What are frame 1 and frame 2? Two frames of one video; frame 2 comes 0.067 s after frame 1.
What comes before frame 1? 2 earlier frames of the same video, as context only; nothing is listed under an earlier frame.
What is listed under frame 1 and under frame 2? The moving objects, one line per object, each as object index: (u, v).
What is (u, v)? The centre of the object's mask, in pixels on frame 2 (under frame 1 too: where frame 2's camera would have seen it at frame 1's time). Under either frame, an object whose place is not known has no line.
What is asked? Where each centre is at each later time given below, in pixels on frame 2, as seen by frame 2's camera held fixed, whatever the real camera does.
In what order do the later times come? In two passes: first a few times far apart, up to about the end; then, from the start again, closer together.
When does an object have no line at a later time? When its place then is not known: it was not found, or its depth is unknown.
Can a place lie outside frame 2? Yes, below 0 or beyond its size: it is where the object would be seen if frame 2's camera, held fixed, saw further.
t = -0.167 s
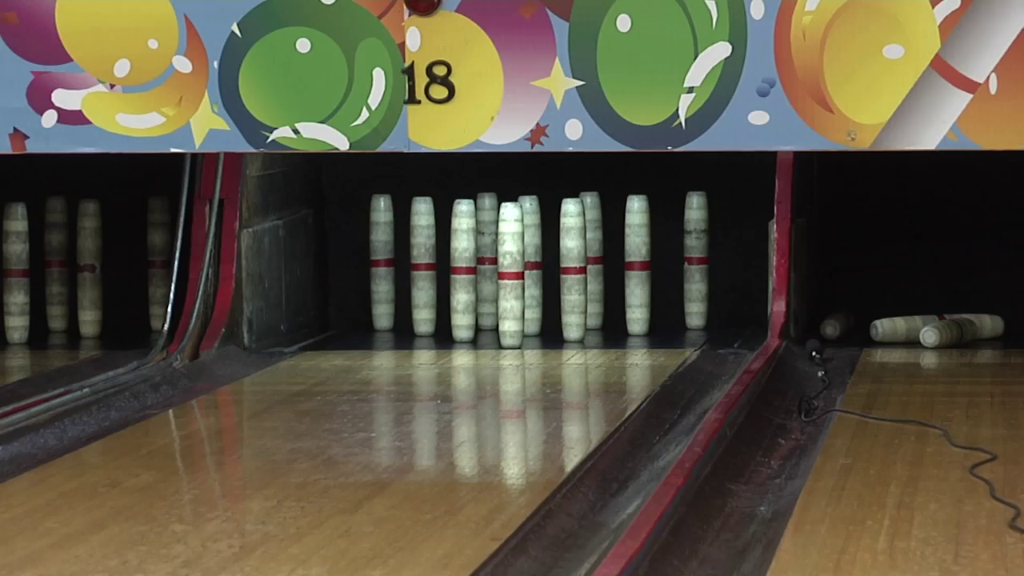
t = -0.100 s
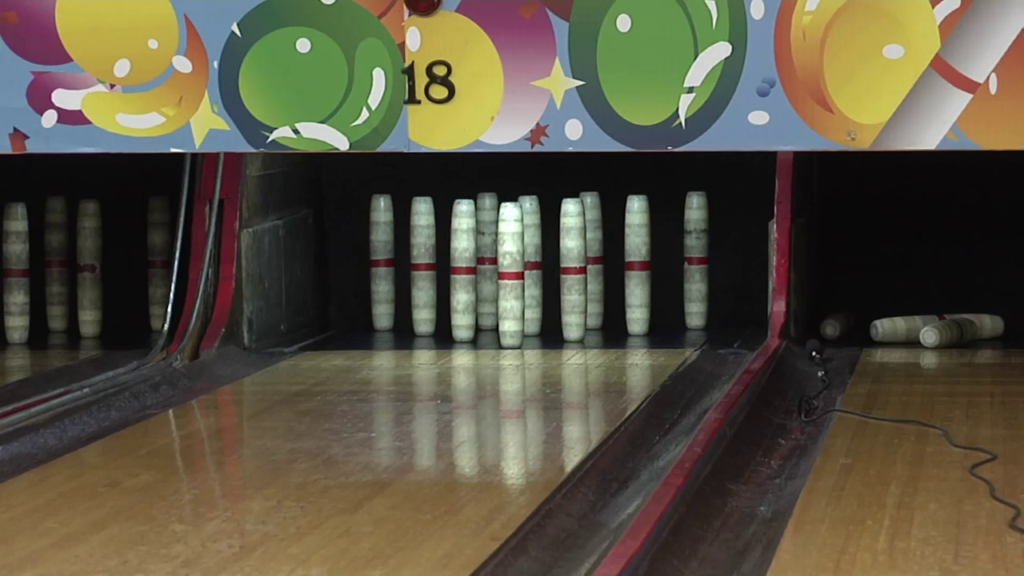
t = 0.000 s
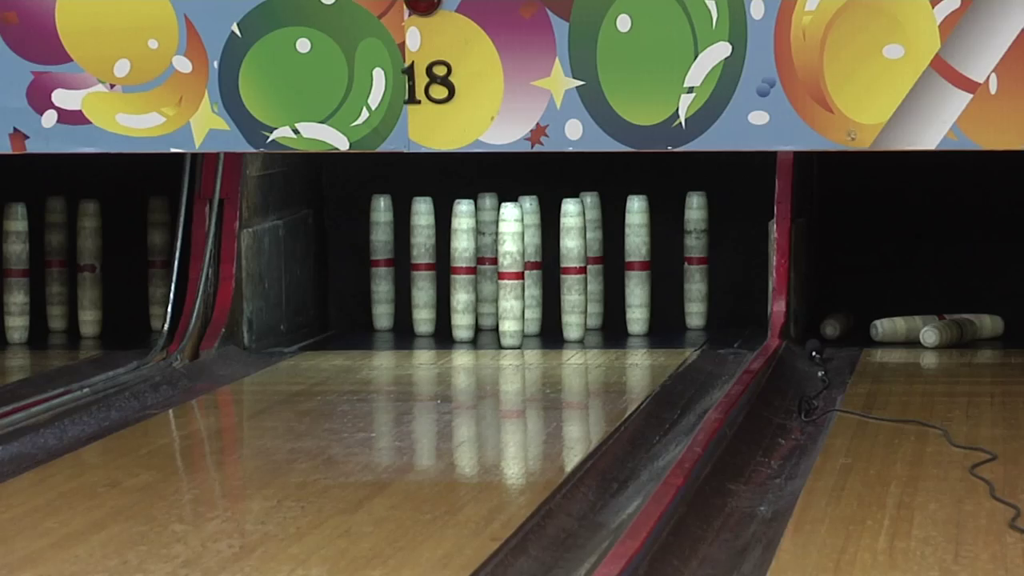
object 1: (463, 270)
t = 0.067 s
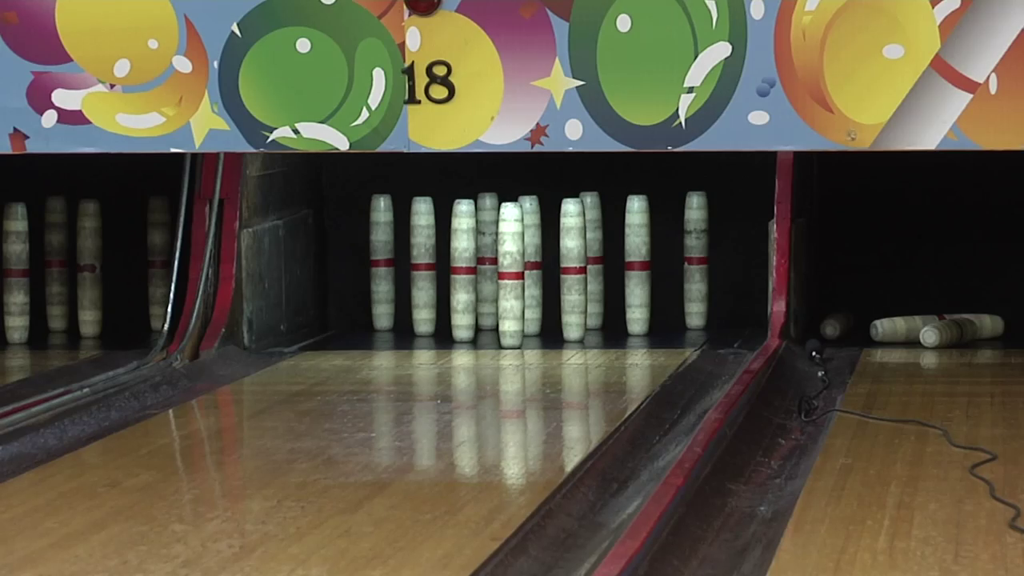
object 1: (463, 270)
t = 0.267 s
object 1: (463, 270)
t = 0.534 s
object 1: (463, 270)
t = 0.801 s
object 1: (463, 270)
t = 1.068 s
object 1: (362, 307)
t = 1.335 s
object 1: (378, 328)
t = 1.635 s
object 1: (418, 328)
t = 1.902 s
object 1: (425, 328)
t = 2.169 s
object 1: (426, 328)
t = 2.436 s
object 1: (426, 329)
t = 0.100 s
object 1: (463, 270)
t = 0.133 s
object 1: (463, 270)
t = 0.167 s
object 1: (463, 270)
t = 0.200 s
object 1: (463, 270)
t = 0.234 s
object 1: (463, 270)
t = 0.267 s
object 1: (463, 270)
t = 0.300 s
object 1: (463, 270)
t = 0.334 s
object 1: (463, 270)
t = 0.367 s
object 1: (463, 270)
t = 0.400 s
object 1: (463, 270)
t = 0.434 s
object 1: (463, 270)
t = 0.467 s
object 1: (463, 270)
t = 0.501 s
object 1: (463, 270)
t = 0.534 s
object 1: (463, 270)
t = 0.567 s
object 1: (463, 270)
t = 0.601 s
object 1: (463, 270)
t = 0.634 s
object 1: (463, 270)
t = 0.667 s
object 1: (463, 270)
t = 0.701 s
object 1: (463, 264)
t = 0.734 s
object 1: (463, 269)
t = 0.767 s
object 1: (463, 270)
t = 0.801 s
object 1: (463, 270)
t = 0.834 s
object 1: (455, 271)
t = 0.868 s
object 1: (439, 277)
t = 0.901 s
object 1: (426, 277)
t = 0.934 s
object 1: (419, 288)
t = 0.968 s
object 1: (410, 303)
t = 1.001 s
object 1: (385, 305)
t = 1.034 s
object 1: (374, 309)
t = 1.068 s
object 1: (362, 307)
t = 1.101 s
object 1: (352, 306)
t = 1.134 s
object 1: (341, 309)
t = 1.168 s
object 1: (342, 315)
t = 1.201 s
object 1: (348, 323)
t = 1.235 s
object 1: (355, 328)
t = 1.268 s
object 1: (363, 328)
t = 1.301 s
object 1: (371, 329)
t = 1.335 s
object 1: (378, 328)
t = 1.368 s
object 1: (384, 328)
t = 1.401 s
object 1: (389, 329)
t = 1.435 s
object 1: (395, 329)
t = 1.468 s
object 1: (400, 329)
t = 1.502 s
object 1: (404, 328)
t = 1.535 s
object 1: (408, 328)
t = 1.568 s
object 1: (412, 328)
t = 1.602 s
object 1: (415, 328)
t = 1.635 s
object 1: (418, 328)
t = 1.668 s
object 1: (420, 329)
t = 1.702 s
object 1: (422, 328)
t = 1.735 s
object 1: (423, 328)
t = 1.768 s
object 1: (424, 328)
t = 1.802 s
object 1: (425, 328)
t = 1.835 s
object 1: (425, 328)
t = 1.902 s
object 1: (425, 328)
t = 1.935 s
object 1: (425, 328)
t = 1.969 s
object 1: (426, 328)
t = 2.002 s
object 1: (426, 328)
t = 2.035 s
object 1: (426, 328)
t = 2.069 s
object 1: (426, 329)
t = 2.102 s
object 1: (426, 329)
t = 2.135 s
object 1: (426, 328)
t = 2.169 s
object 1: (426, 328)
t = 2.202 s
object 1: (426, 329)
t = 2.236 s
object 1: (426, 329)
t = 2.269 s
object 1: (426, 329)
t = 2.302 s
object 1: (426, 329)
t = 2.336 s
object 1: (426, 329)
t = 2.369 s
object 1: (426, 329)
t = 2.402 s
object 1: (426, 329)
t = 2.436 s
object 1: (426, 329)
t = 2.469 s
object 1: (426, 329)
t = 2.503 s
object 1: (425, 329)
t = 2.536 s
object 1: (425, 329)
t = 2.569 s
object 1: (425, 329)
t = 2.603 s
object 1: (425, 329)
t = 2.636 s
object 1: (425, 329)
